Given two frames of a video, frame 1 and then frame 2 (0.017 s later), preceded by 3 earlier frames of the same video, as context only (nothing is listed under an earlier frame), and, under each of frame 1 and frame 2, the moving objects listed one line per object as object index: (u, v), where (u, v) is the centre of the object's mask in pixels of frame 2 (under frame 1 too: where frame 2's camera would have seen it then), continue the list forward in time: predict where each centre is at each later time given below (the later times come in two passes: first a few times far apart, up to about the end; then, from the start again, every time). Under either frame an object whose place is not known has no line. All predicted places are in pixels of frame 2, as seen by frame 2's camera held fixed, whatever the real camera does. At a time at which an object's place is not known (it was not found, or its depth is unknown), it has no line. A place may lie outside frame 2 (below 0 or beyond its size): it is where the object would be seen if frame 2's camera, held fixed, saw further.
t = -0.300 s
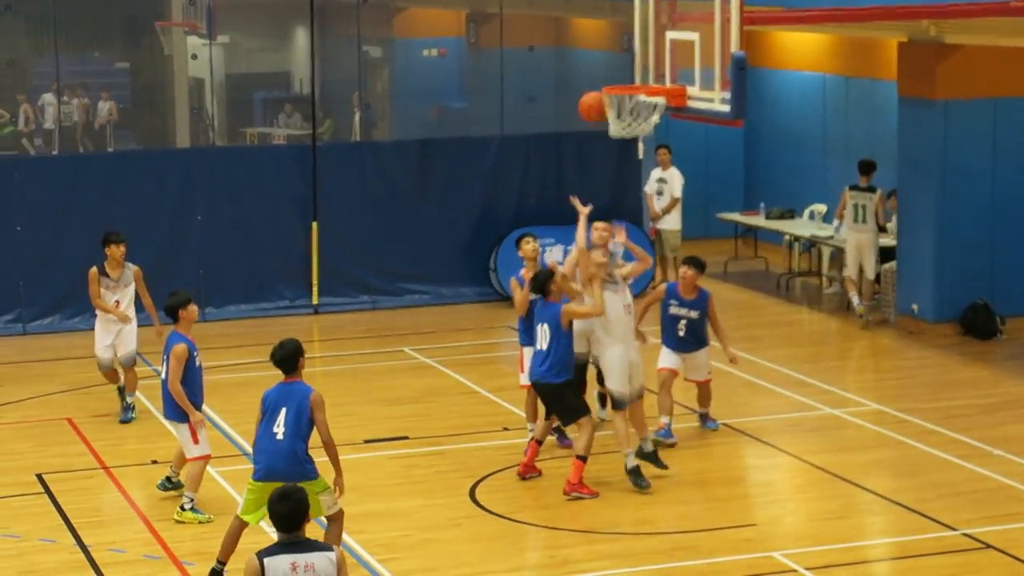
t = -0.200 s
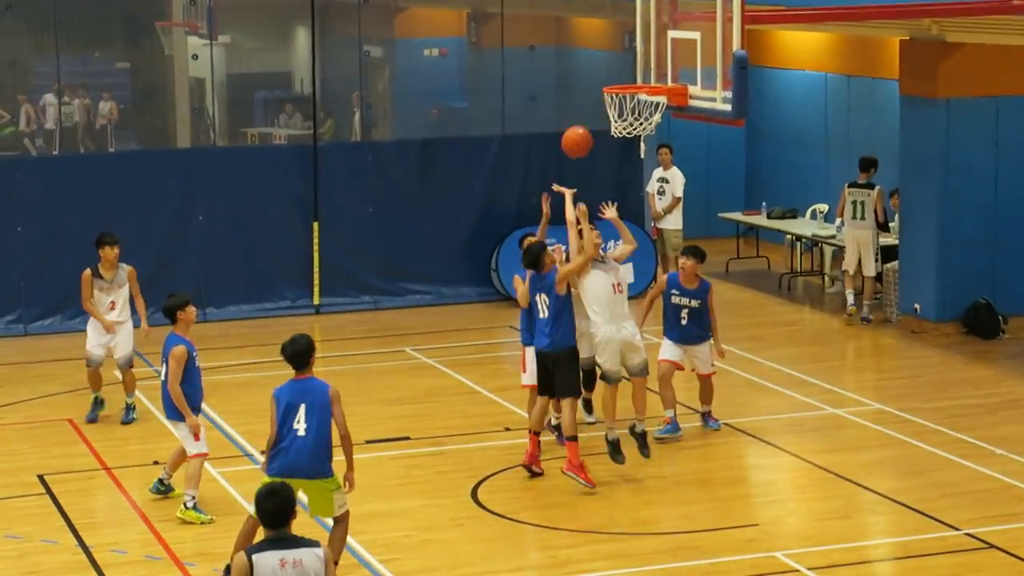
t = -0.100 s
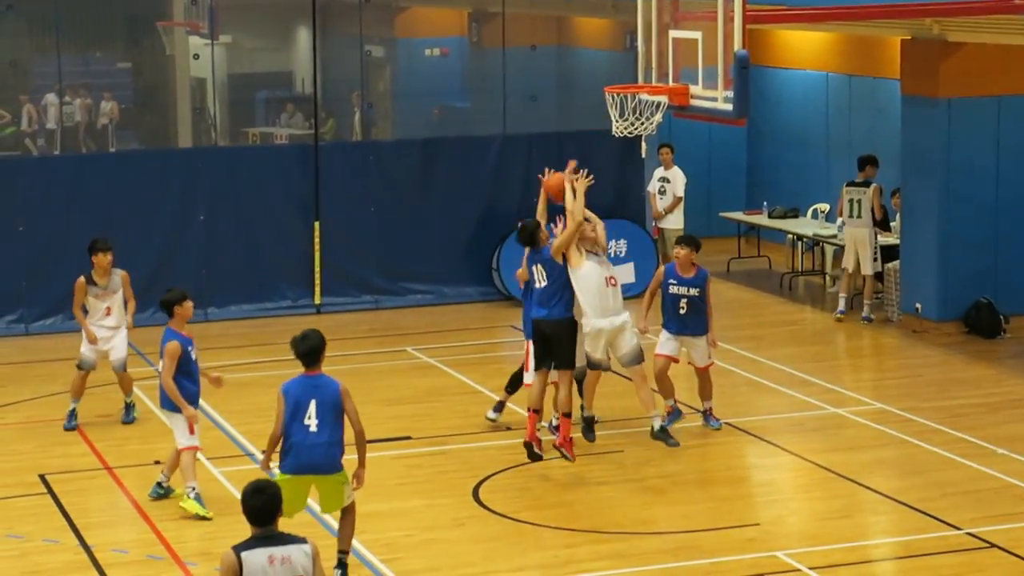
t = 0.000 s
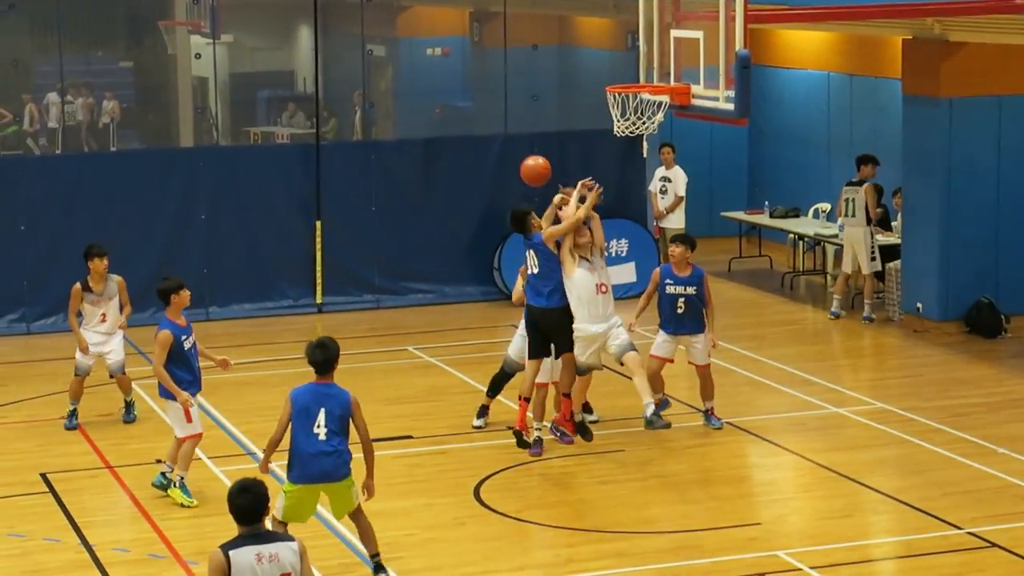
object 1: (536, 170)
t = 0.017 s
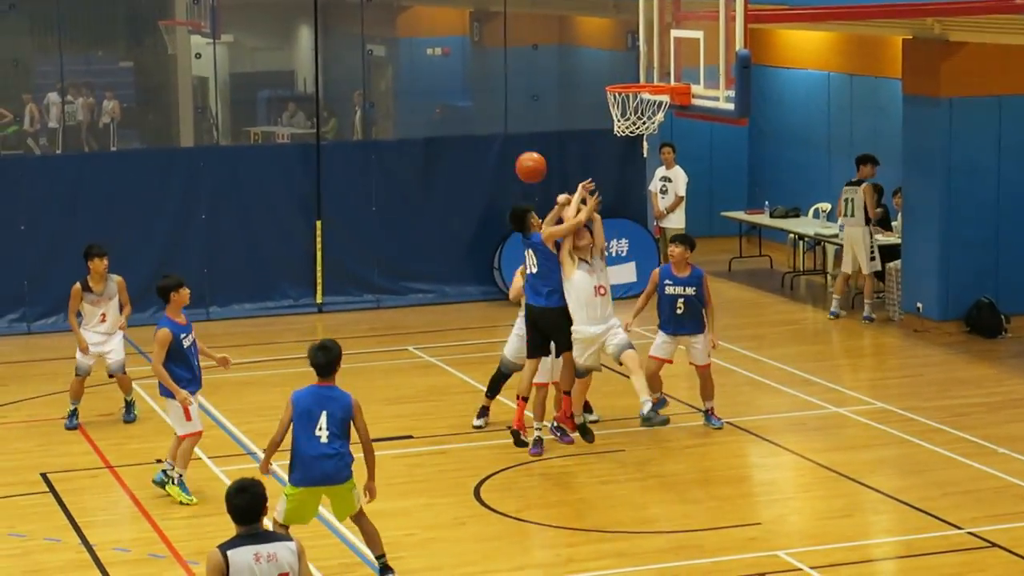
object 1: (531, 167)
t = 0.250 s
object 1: (460, 152)
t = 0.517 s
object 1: (378, 218)
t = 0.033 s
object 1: (526, 164)
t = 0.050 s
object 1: (521, 161)
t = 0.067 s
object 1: (515, 158)
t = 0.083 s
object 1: (510, 156)
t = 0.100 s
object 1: (505, 154)
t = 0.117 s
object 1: (500, 152)
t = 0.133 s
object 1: (495, 151)
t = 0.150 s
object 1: (490, 151)
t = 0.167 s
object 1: (485, 150)
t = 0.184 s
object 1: (480, 150)
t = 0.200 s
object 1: (475, 150)
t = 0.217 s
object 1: (470, 150)
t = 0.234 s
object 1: (465, 151)
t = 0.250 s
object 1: (460, 152)
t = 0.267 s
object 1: (454, 154)
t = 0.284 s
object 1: (449, 155)
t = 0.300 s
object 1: (444, 158)
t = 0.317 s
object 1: (439, 160)
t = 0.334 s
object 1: (434, 163)
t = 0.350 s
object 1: (429, 166)
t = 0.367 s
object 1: (424, 170)
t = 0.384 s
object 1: (419, 174)
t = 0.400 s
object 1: (414, 178)
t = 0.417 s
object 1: (409, 183)
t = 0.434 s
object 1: (404, 188)
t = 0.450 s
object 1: (398, 193)
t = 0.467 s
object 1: (393, 199)
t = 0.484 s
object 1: (388, 205)
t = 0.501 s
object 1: (383, 211)
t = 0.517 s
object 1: (378, 218)
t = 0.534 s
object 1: (373, 225)
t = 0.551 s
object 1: (368, 233)
